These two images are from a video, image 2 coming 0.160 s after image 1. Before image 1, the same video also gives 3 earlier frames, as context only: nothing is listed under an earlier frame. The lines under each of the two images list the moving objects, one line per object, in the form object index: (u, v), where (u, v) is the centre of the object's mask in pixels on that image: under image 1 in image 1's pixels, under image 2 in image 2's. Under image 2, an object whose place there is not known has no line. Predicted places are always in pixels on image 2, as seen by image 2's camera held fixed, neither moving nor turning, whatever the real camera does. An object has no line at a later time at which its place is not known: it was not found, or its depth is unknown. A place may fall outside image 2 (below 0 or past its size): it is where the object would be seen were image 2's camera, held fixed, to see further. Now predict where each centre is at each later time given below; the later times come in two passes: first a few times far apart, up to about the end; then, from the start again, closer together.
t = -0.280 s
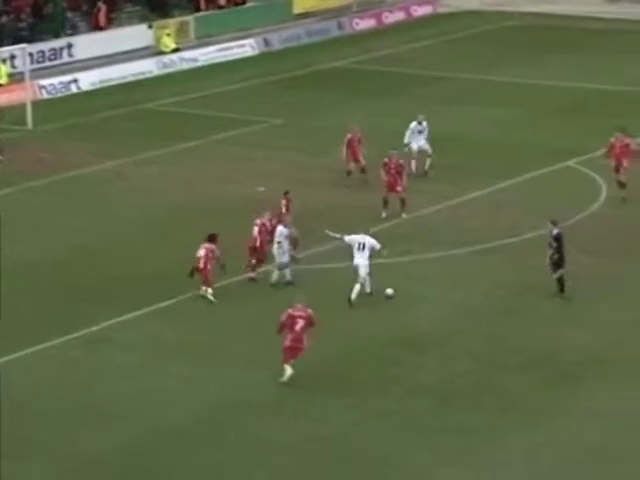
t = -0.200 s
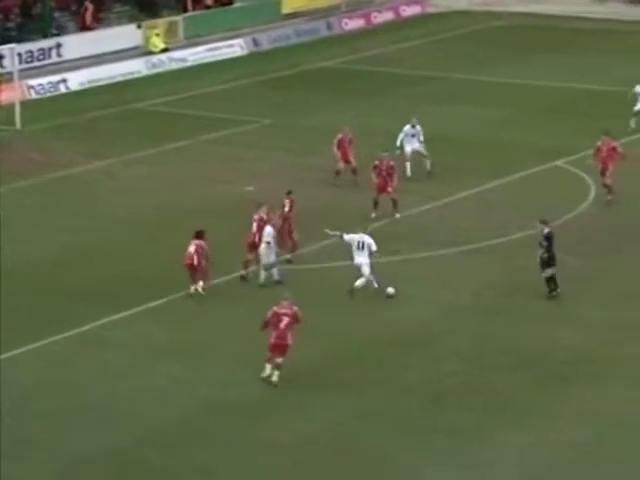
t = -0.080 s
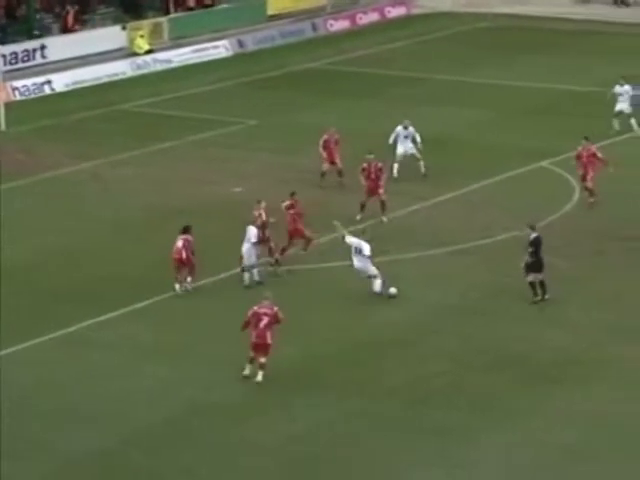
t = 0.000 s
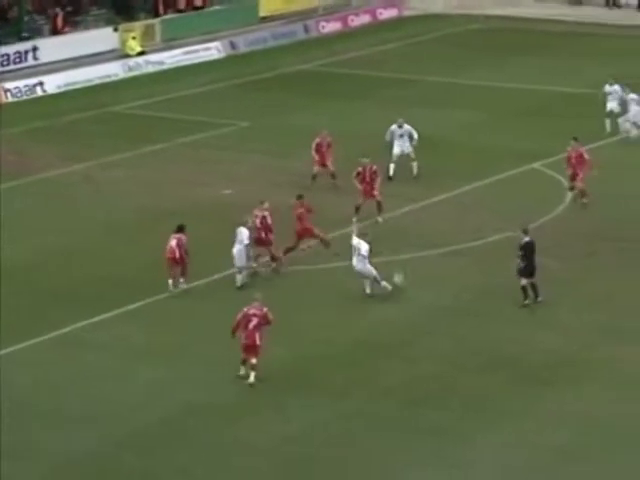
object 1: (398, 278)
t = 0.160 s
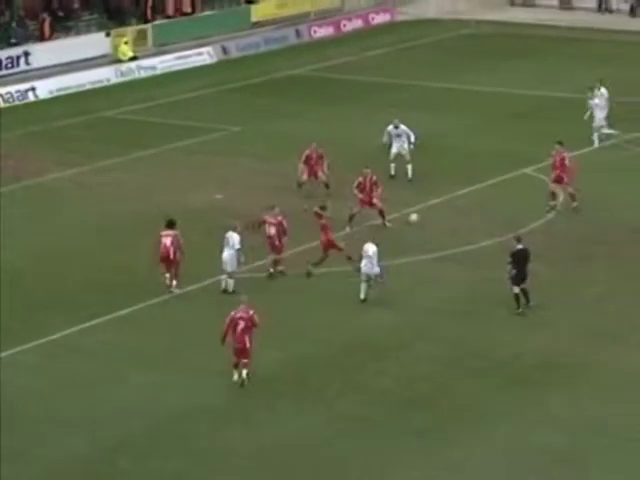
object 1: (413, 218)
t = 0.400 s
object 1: (440, 142)
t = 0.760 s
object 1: (465, 78)
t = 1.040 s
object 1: (475, 59)
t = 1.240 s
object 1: (479, 61)
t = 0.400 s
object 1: (440, 142)
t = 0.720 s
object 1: (463, 82)
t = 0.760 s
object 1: (465, 78)
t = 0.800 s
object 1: (467, 74)
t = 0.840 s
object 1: (468, 70)
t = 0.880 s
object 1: (470, 66)
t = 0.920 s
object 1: (472, 64)
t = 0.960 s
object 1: (473, 62)
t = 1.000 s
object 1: (474, 60)
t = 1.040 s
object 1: (475, 59)
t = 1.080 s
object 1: (476, 59)
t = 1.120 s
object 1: (476, 59)
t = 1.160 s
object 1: (477, 59)
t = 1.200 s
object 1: (478, 60)
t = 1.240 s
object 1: (479, 61)
